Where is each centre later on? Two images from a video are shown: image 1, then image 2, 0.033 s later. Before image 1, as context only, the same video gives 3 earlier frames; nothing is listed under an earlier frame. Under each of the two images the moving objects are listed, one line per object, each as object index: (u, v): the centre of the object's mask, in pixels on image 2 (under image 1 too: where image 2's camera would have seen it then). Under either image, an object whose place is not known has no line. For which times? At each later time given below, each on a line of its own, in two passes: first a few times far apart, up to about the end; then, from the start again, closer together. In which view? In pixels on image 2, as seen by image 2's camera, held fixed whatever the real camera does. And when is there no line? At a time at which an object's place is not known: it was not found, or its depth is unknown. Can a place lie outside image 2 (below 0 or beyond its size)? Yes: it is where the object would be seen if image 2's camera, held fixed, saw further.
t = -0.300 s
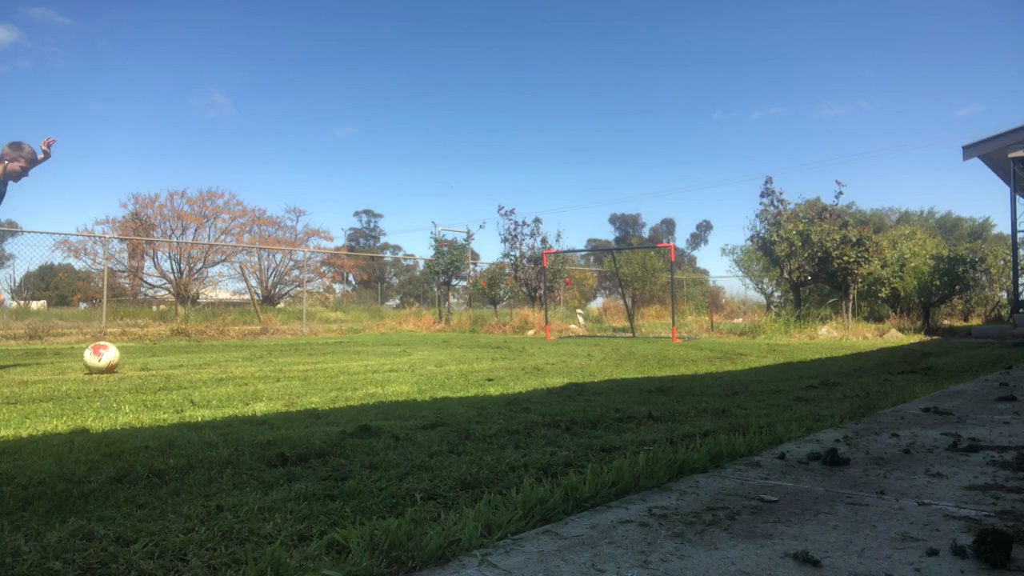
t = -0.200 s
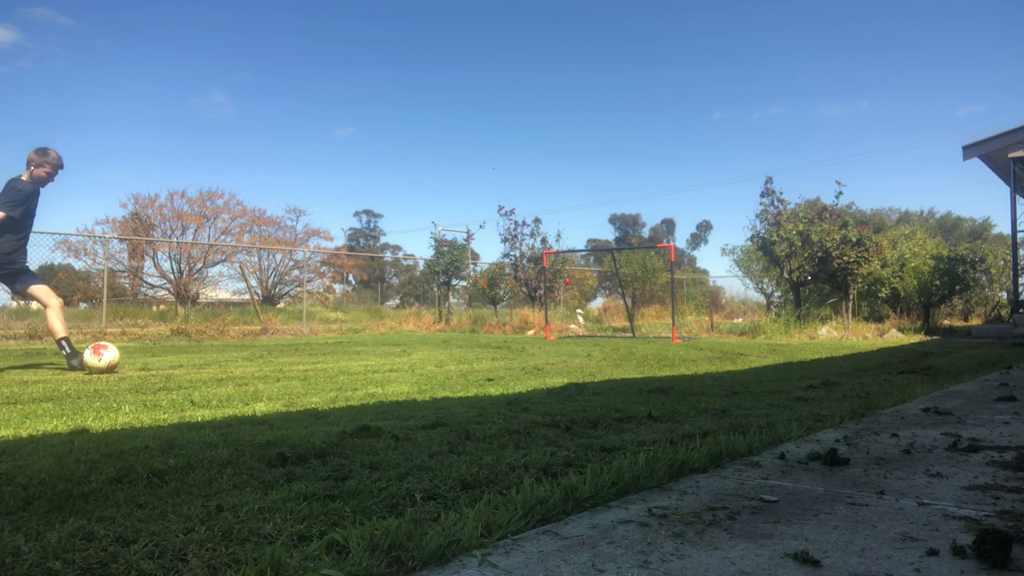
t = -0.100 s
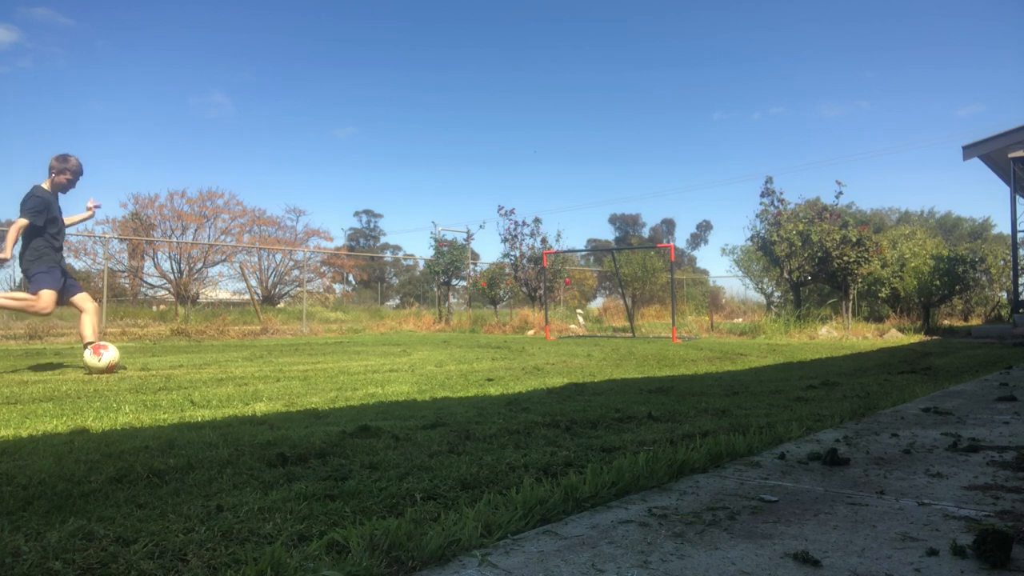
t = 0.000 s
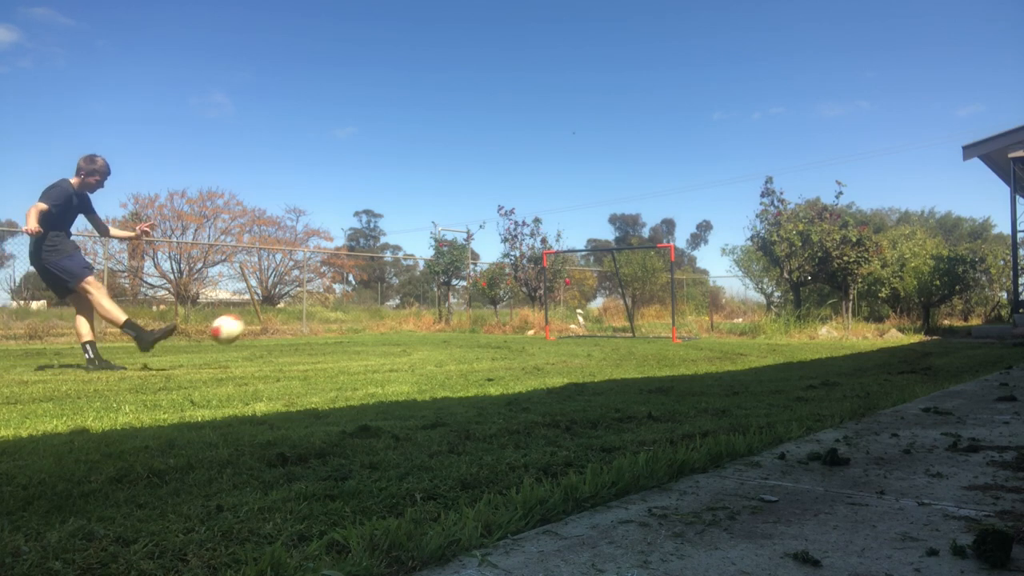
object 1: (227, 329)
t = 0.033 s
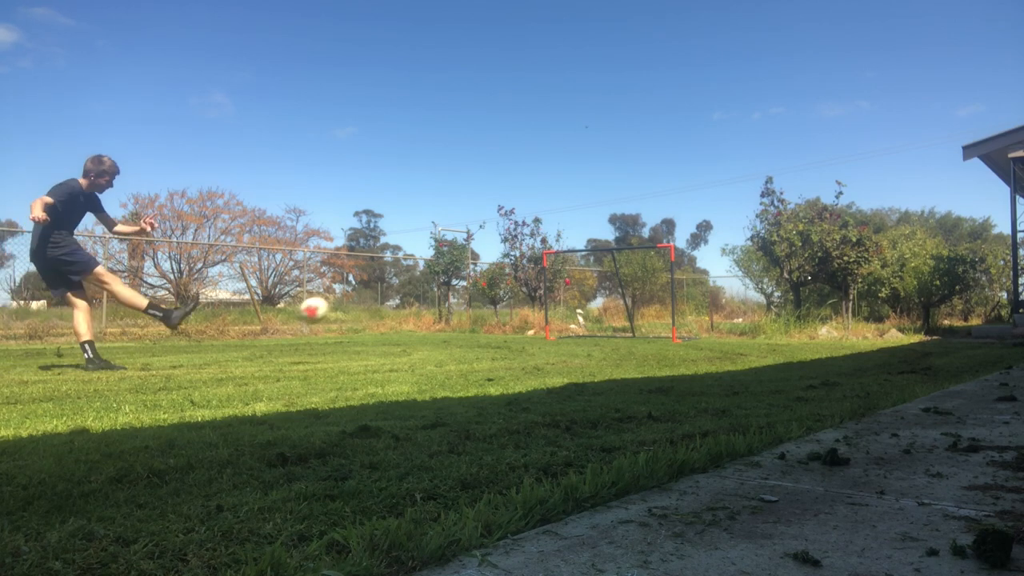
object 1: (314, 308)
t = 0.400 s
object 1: (661, 306)
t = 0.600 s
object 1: (642, 293)
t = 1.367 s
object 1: (550, 331)
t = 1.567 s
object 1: (530, 319)
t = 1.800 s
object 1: (504, 336)
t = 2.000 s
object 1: (480, 338)
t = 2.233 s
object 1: (455, 340)
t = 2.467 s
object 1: (432, 341)
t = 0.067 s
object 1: (383, 296)
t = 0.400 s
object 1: (661, 306)
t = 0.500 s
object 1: (653, 320)
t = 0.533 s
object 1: (650, 310)
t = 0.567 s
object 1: (646, 301)
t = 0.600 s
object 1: (642, 293)
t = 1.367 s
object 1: (550, 331)
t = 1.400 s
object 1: (545, 335)
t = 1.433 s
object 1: (542, 330)
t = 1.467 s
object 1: (540, 325)
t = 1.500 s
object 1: (537, 322)
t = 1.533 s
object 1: (533, 321)
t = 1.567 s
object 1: (530, 319)
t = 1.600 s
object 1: (525, 320)
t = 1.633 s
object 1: (521, 320)
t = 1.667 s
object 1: (518, 321)
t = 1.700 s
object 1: (514, 324)
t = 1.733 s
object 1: (510, 328)
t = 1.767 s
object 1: (506, 332)
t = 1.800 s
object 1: (504, 336)
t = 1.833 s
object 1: (500, 338)
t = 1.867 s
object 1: (496, 336)
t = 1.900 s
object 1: (492, 336)
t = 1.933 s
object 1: (488, 336)
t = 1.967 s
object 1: (484, 337)
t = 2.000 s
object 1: (480, 338)
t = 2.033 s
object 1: (477, 339)
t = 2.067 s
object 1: (473, 338)
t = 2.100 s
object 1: (469, 338)
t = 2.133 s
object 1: (465, 338)
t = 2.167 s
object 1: (463, 339)
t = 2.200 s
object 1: (459, 339)
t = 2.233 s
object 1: (455, 340)
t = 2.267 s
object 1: (452, 340)
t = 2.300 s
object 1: (449, 340)
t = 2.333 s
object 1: (445, 340)
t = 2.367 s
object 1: (442, 340)
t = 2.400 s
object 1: (438, 341)
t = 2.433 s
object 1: (435, 341)
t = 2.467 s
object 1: (432, 341)
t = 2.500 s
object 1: (429, 341)
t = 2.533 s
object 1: (425, 341)
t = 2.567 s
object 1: (422, 341)
